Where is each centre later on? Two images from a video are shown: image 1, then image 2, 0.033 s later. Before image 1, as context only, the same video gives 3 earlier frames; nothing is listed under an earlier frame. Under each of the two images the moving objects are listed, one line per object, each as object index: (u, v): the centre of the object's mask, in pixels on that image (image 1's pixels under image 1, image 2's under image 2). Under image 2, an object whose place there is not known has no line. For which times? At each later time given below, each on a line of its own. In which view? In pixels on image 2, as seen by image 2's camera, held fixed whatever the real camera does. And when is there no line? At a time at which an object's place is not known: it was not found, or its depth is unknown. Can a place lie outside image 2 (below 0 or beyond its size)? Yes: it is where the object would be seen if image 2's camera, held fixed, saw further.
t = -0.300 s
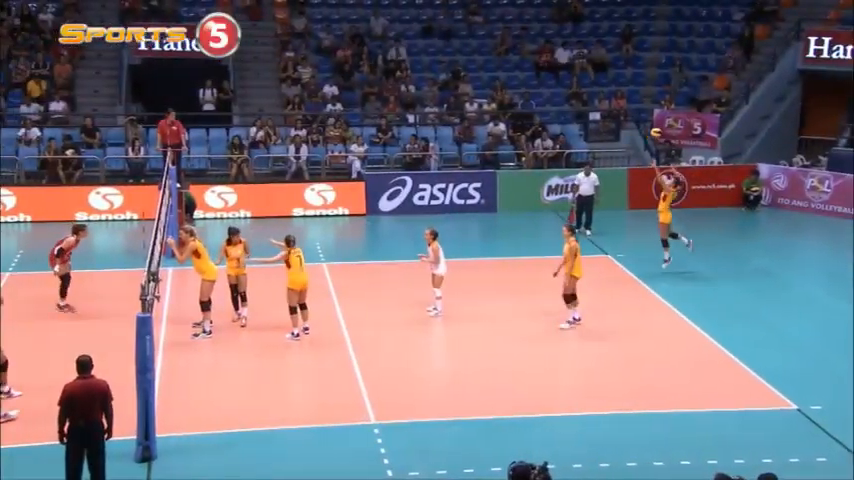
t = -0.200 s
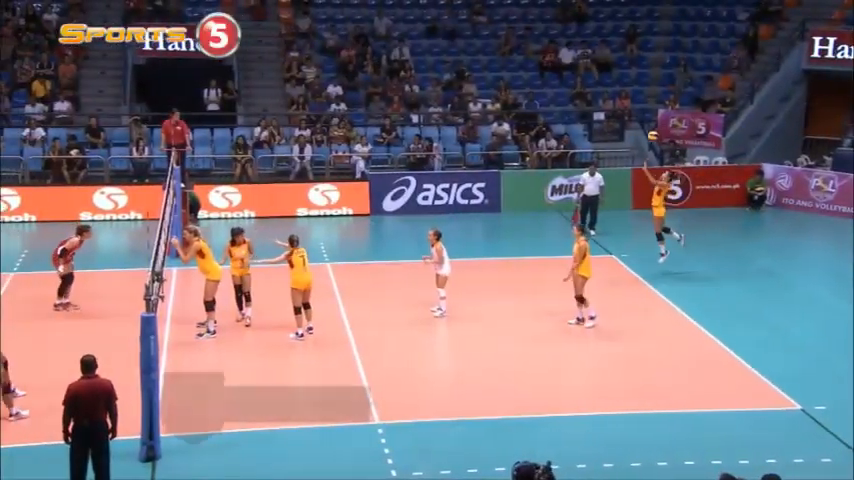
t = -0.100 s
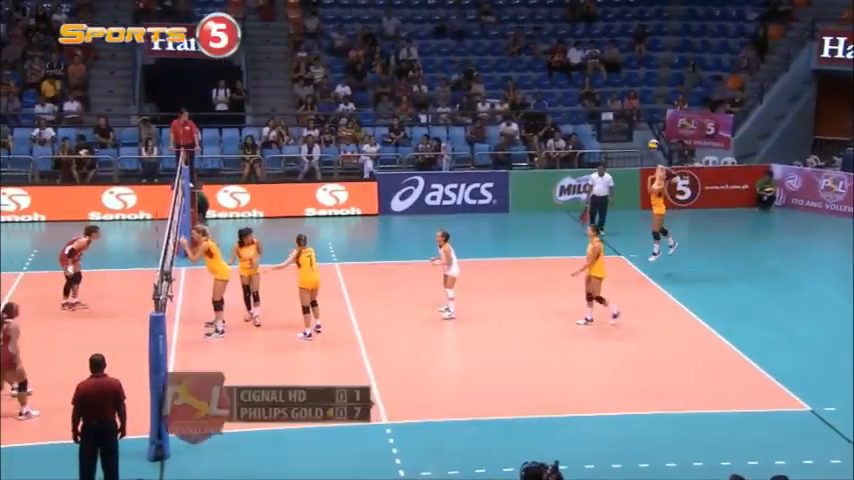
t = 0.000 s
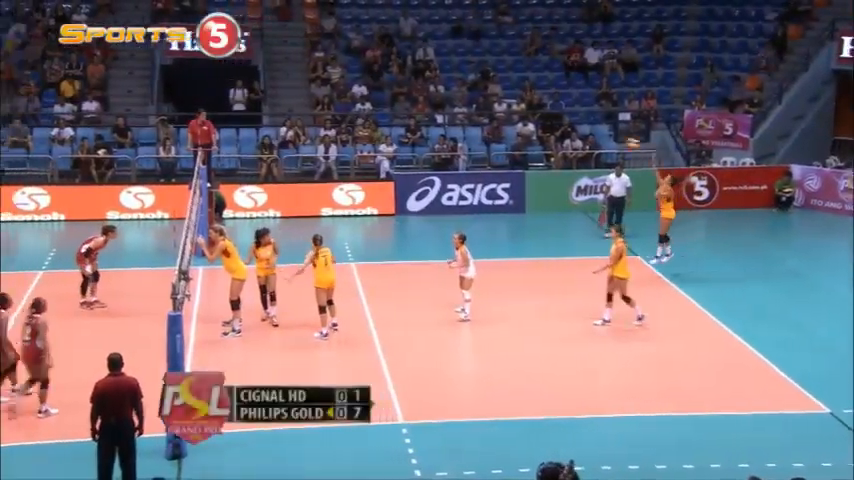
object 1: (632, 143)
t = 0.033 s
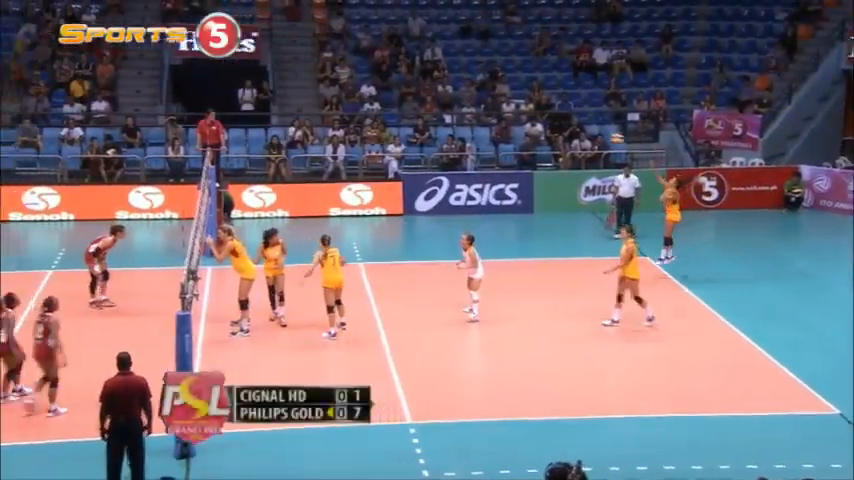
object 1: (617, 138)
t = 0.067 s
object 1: (591, 133)
